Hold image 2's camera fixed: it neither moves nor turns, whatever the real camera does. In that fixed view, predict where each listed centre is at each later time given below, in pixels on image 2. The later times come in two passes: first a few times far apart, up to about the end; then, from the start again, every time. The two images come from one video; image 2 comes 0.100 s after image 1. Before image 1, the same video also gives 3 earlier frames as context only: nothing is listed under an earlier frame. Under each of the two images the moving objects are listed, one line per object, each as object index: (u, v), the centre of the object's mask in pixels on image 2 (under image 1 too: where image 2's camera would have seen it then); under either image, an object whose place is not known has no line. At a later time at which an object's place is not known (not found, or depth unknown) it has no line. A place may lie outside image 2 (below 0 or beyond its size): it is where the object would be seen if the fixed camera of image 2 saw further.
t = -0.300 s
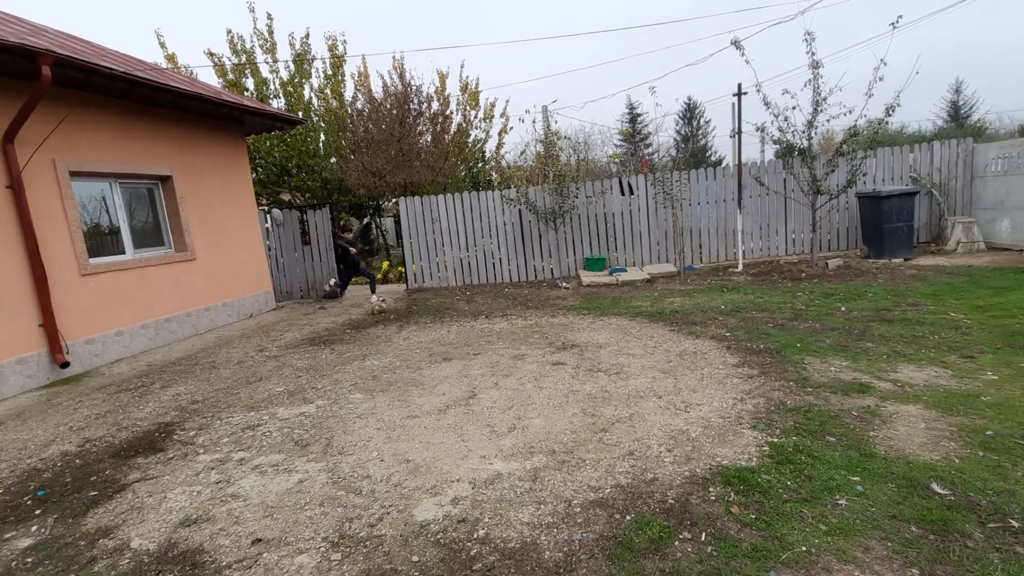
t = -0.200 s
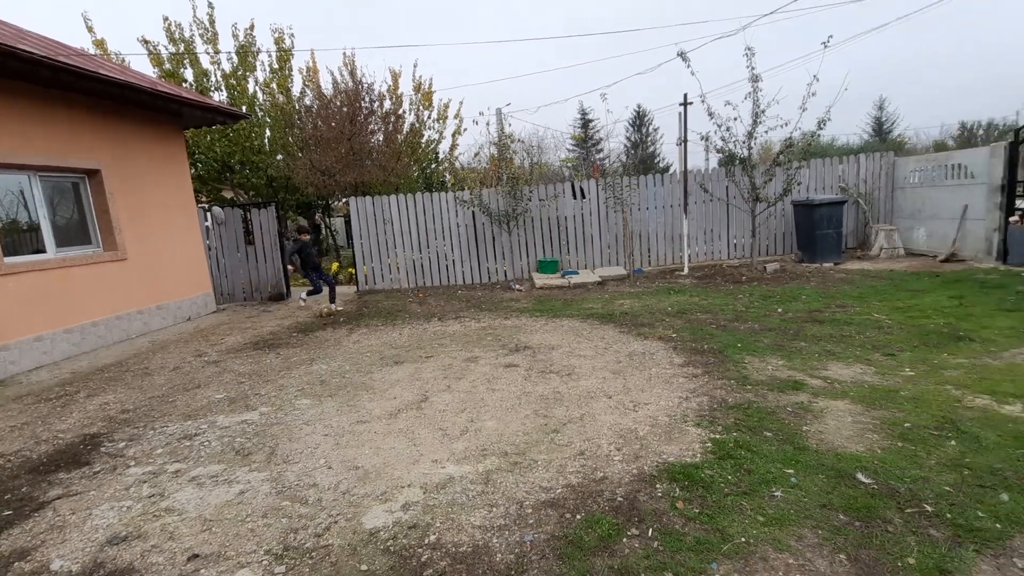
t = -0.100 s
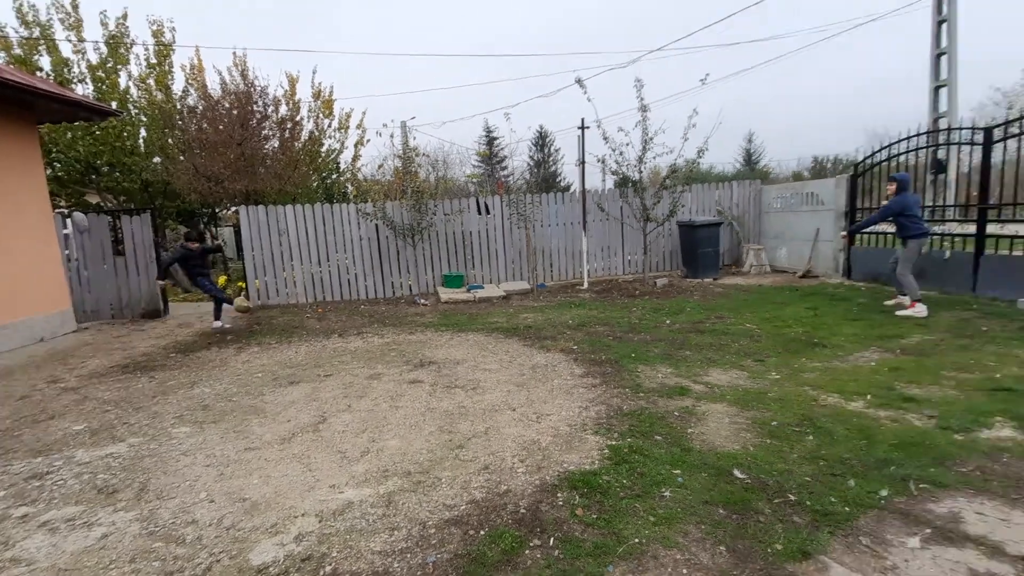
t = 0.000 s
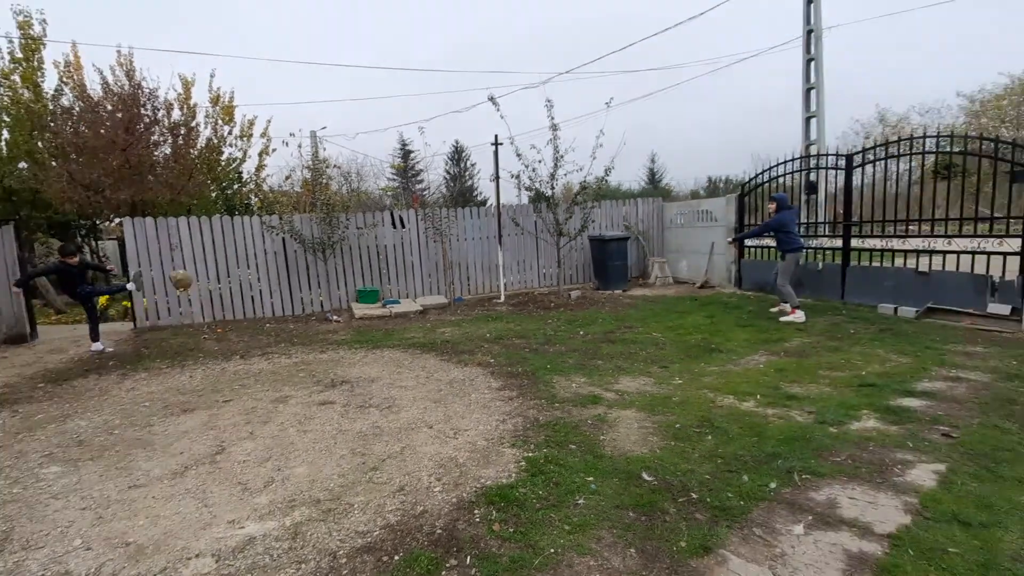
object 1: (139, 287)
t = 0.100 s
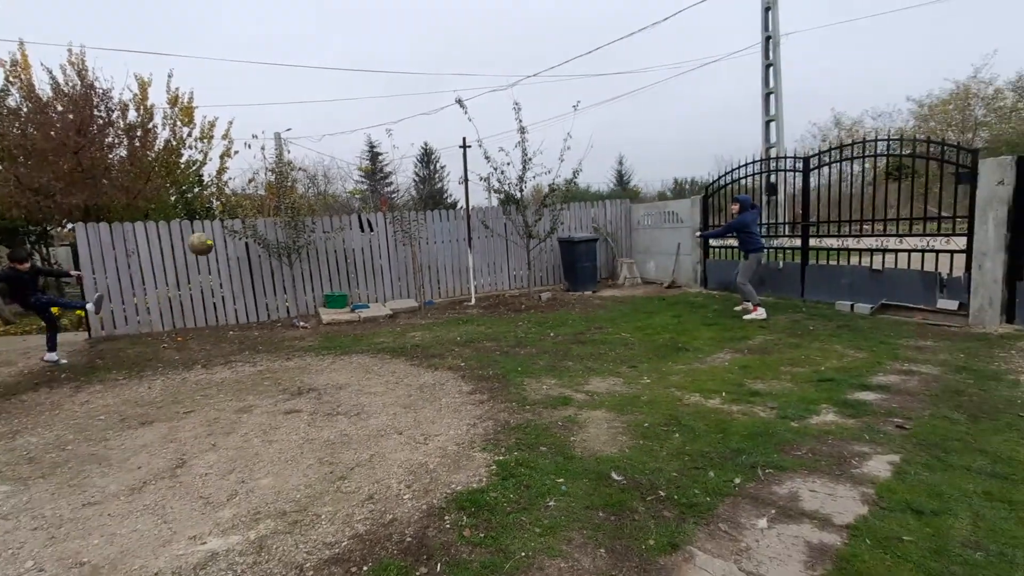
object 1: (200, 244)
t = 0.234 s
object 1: (289, 198)
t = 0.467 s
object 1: (470, 156)
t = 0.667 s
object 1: (655, 168)
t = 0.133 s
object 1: (222, 231)
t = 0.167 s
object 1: (243, 219)
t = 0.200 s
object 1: (265, 208)
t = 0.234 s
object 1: (289, 198)
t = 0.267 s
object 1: (312, 190)
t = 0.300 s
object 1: (338, 182)
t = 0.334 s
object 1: (364, 173)
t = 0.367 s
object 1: (389, 167)
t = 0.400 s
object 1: (415, 161)
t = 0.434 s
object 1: (442, 158)
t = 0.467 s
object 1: (470, 156)
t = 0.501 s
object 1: (499, 155)
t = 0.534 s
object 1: (530, 154)
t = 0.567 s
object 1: (560, 155)
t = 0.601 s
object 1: (592, 157)
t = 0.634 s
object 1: (622, 162)
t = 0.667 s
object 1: (655, 168)
